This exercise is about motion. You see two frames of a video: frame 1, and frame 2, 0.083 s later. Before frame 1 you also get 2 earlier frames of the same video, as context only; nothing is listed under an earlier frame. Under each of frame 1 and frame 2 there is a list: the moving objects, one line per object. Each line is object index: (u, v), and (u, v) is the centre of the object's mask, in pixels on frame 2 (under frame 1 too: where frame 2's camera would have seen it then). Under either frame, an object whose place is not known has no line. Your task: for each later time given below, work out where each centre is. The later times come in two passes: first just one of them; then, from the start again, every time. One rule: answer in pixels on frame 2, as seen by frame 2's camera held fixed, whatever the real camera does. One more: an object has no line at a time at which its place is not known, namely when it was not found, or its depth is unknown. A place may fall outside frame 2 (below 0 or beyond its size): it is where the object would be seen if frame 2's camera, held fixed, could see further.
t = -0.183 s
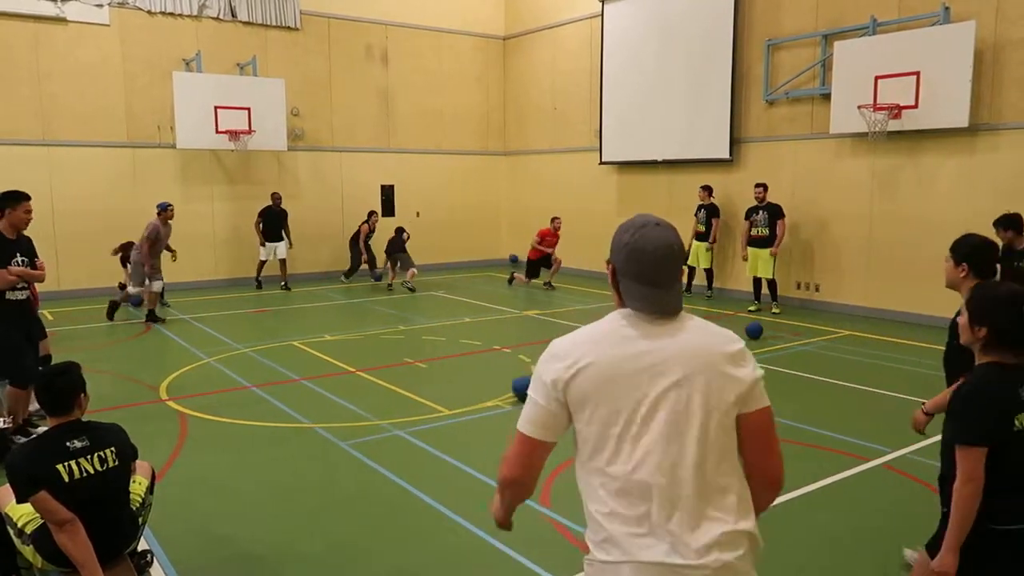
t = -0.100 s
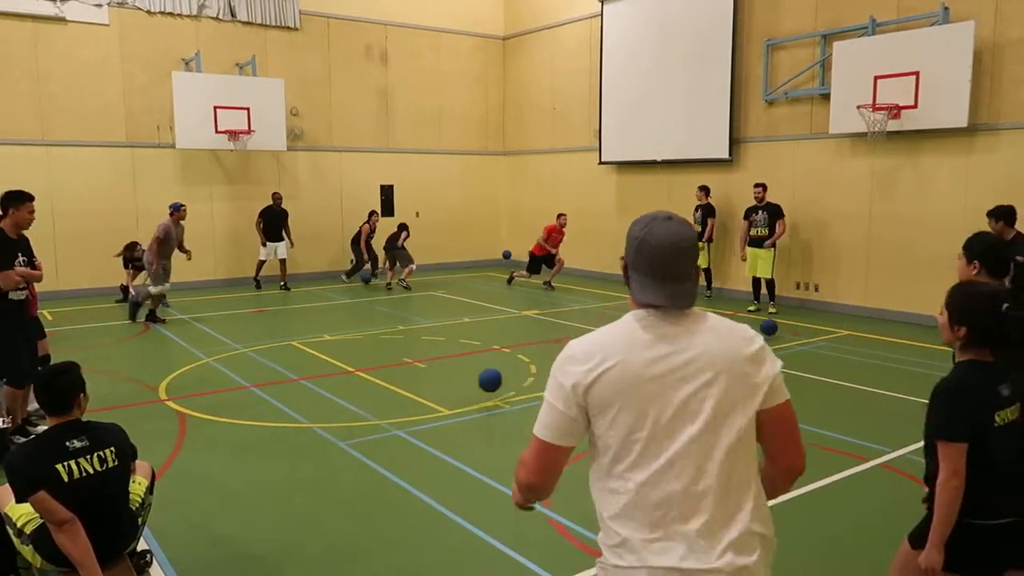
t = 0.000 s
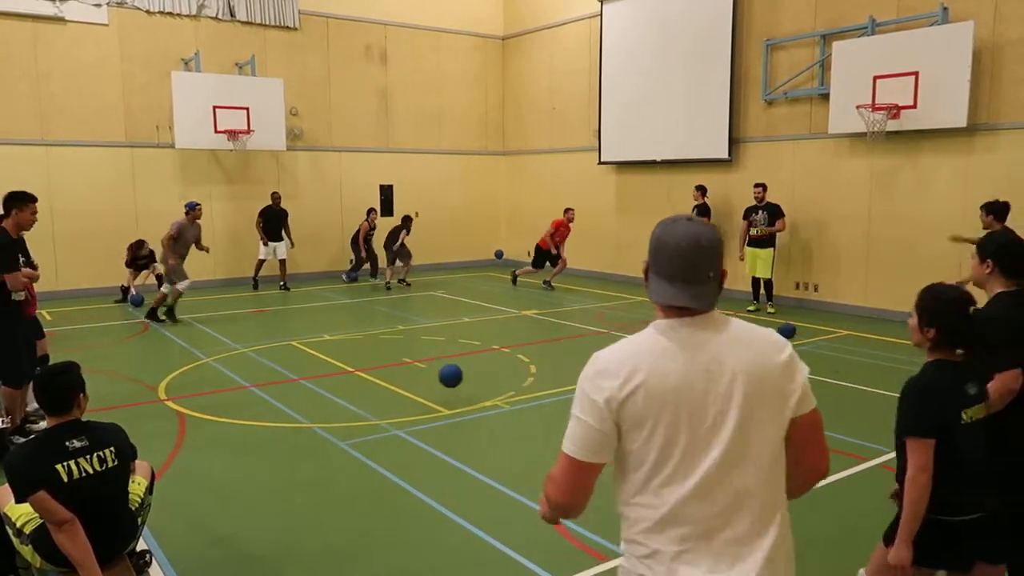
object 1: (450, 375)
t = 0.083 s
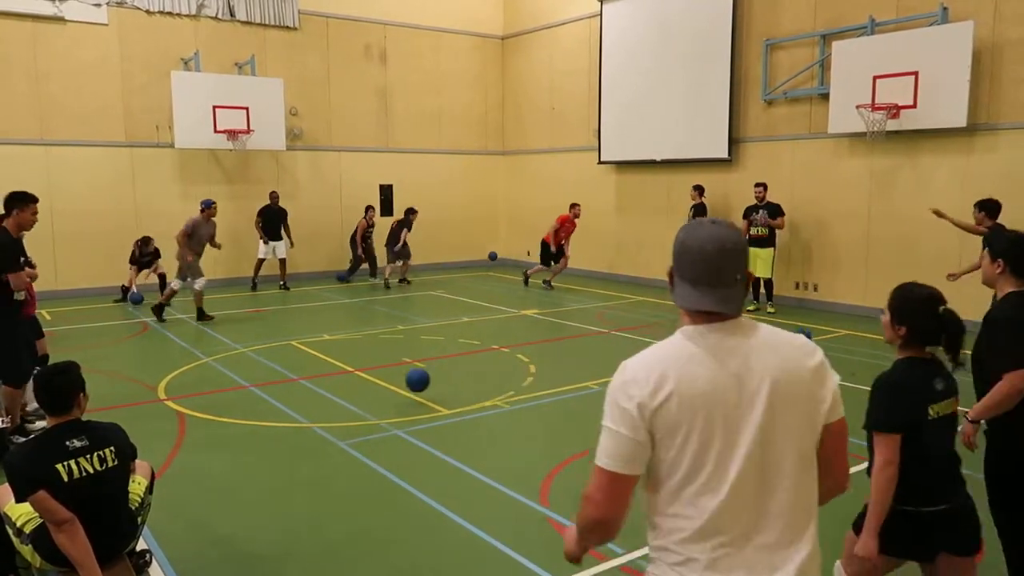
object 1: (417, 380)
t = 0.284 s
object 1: (341, 388)
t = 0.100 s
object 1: (411, 382)
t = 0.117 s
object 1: (405, 384)
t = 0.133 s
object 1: (398, 386)
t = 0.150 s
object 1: (391, 390)
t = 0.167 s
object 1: (385, 393)
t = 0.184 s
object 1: (379, 394)
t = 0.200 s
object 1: (372, 392)
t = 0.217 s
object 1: (365, 391)
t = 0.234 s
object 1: (359, 389)
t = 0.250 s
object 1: (353, 389)
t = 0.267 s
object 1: (347, 388)
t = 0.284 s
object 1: (341, 388)
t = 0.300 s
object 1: (334, 388)
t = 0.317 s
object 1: (328, 389)
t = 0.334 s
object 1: (321, 390)
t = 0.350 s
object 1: (315, 390)
